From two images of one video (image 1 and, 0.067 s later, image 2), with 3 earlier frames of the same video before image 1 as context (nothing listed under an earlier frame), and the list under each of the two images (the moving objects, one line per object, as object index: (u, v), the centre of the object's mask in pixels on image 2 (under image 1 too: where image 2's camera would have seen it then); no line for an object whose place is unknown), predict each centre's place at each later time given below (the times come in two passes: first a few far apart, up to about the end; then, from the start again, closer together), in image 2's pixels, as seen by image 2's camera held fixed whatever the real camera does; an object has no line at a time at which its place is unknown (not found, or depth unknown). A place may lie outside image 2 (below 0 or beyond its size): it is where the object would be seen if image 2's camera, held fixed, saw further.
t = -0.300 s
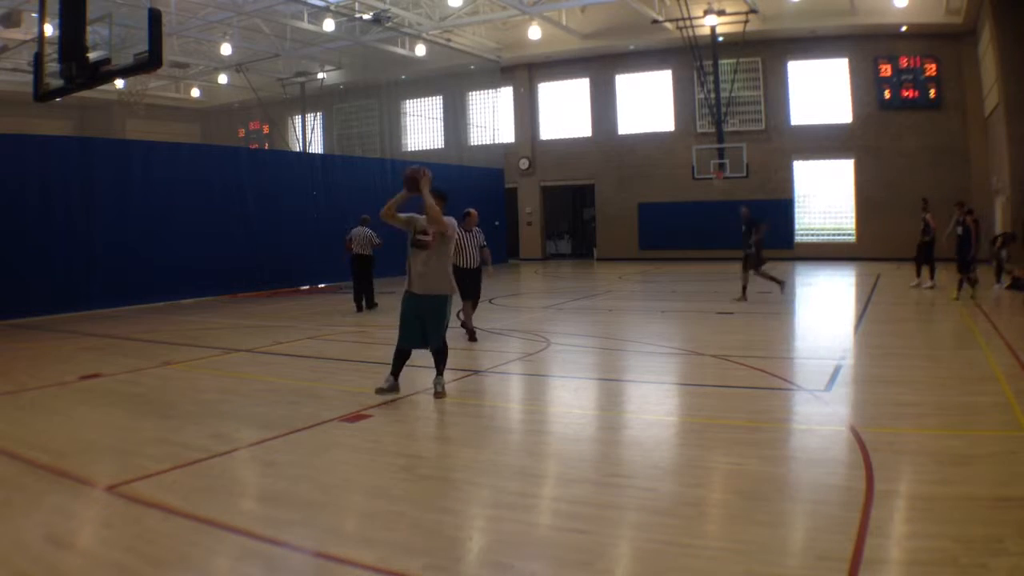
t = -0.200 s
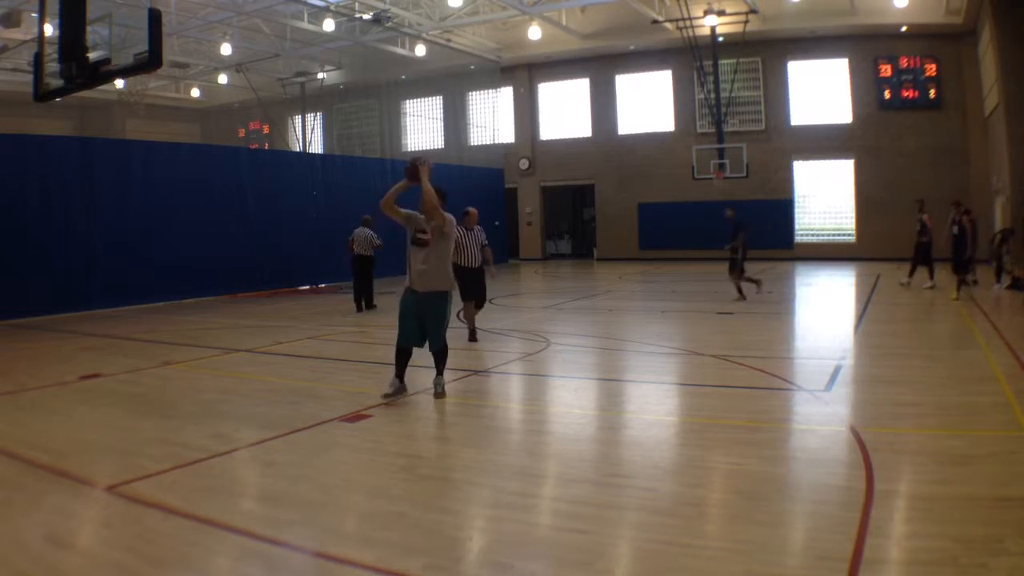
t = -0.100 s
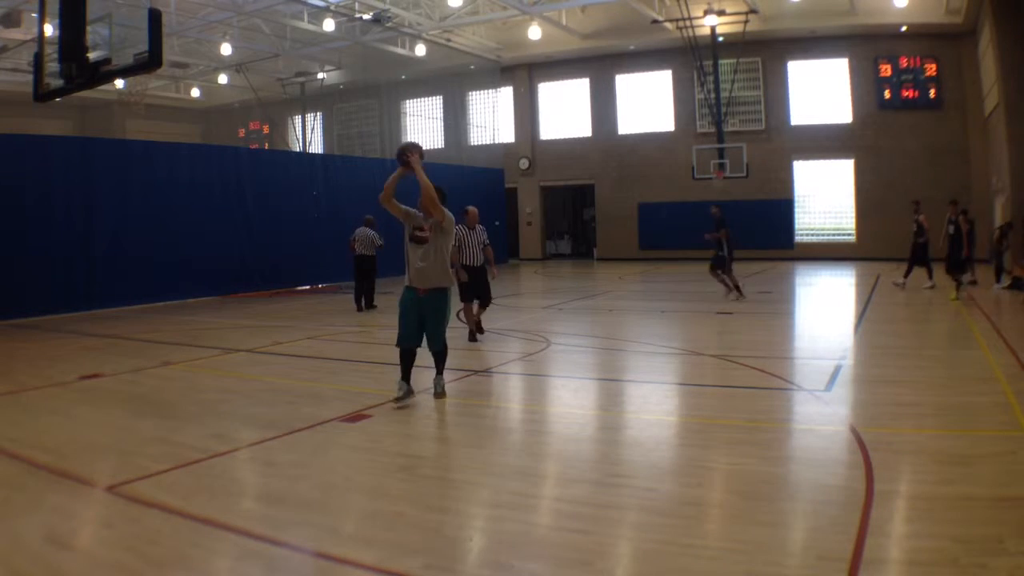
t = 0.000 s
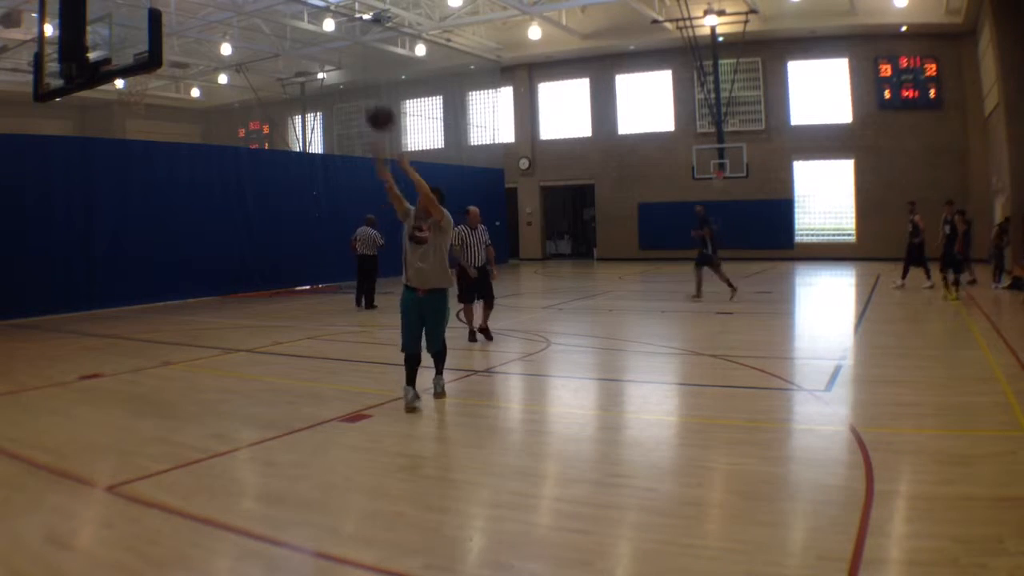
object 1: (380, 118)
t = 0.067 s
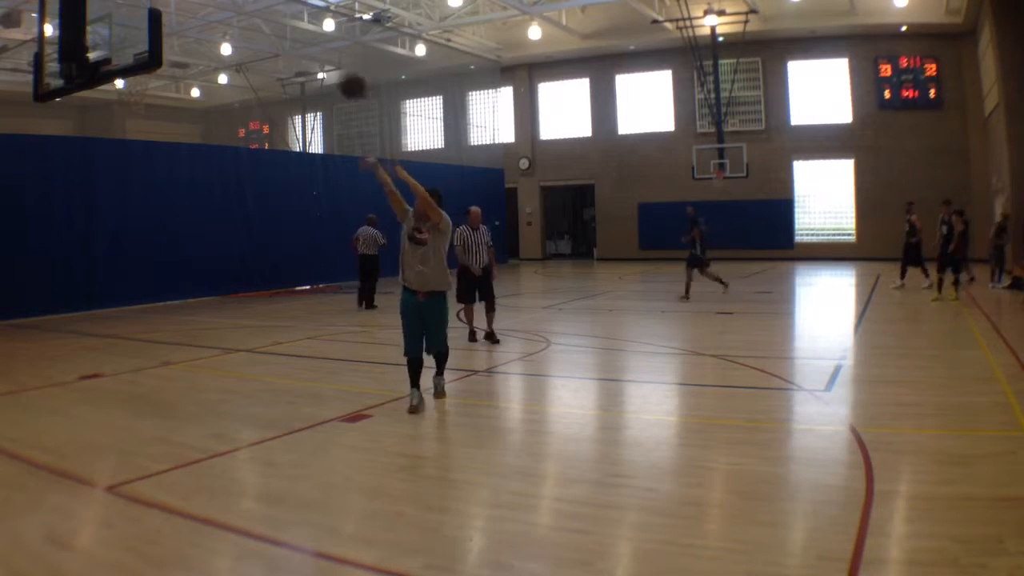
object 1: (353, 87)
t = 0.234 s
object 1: (282, 28)
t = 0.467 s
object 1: (186, 5)
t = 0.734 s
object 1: (138, 46)
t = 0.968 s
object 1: (139, 55)
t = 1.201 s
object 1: (141, 115)
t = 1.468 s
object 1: (144, 234)
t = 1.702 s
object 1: (152, 362)
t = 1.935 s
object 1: (148, 265)
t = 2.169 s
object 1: (155, 221)
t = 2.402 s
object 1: (157, 220)
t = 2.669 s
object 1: (167, 264)
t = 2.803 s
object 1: (170, 318)
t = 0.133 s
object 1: (325, 60)
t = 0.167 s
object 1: (310, 48)
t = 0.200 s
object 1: (297, 37)
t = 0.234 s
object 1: (282, 28)
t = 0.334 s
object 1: (241, 10)
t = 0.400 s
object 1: (213, 6)
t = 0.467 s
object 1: (186, 5)
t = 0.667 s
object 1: (134, 25)
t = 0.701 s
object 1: (136, 34)
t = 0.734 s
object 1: (138, 46)
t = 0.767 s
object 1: (139, 52)
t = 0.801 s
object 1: (139, 52)
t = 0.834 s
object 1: (139, 52)
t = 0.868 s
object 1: (139, 52)
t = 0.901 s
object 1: (139, 52)
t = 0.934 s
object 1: (139, 53)
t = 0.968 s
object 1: (139, 55)
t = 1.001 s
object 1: (140, 57)
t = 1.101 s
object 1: (142, 85)
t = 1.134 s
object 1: (142, 93)
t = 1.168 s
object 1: (141, 103)
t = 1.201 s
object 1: (141, 115)
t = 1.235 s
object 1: (141, 127)
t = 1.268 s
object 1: (141, 138)
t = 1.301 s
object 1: (142, 152)
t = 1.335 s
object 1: (141, 165)
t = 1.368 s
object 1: (142, 181)
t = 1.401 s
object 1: (143, 198)
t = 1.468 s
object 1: (144, 234)
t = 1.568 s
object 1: (147, 295)
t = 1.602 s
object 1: (148, 317)
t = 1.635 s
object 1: (149, 338)
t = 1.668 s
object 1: (151, 360)
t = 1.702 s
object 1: (152, 362)
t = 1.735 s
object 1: (151, 346)
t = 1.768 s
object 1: (150, 330)
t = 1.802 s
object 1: (150, 316)
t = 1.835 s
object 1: (149, 302)
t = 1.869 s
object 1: (147, 290)
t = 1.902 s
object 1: (148, 284)
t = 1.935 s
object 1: (148, 265)
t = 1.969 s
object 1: (151, 257)
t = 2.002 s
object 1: (151, 248)
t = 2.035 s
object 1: (151, 241)
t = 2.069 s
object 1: (150, 234)
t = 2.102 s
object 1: (153, 227)
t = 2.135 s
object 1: (152, 224)
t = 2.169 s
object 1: (155, 221)
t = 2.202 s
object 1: (153, 219)
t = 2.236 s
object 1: (154, 217)
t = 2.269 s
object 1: (154, 217)
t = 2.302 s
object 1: (154, 217)
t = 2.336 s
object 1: (155, 217)
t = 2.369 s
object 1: (156, 218)
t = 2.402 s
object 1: (157, 220)
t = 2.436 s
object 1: (158, 224)
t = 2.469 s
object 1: (160, 229)
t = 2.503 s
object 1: (161, 235)
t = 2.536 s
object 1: (162, 240)
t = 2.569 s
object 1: (162, 246)
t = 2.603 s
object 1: (162, 251)
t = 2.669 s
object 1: (167, 264)
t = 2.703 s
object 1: (167, 281)
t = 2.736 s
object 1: (169, 293)
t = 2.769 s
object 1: (169, 306)
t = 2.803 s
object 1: (170, 318)
